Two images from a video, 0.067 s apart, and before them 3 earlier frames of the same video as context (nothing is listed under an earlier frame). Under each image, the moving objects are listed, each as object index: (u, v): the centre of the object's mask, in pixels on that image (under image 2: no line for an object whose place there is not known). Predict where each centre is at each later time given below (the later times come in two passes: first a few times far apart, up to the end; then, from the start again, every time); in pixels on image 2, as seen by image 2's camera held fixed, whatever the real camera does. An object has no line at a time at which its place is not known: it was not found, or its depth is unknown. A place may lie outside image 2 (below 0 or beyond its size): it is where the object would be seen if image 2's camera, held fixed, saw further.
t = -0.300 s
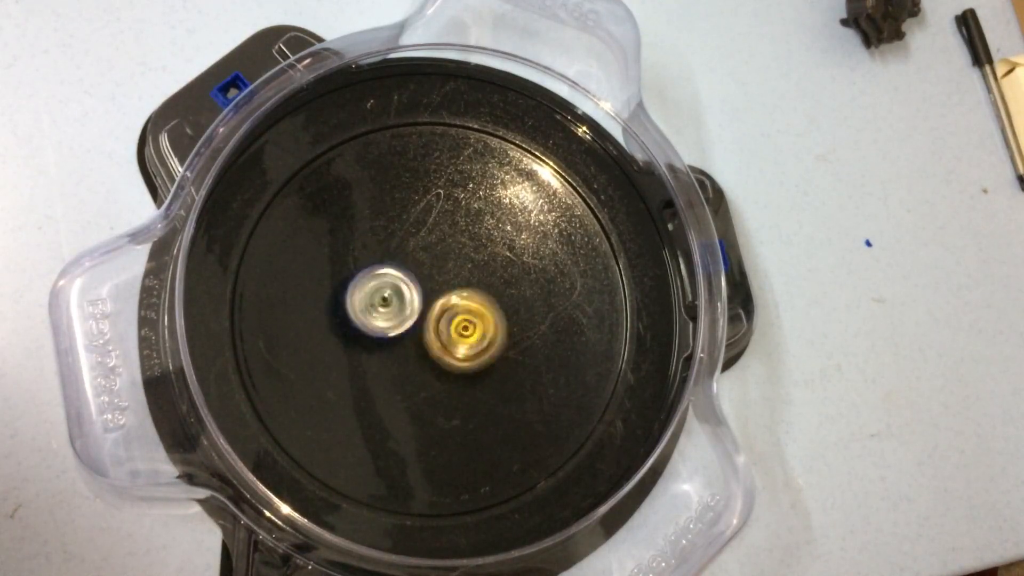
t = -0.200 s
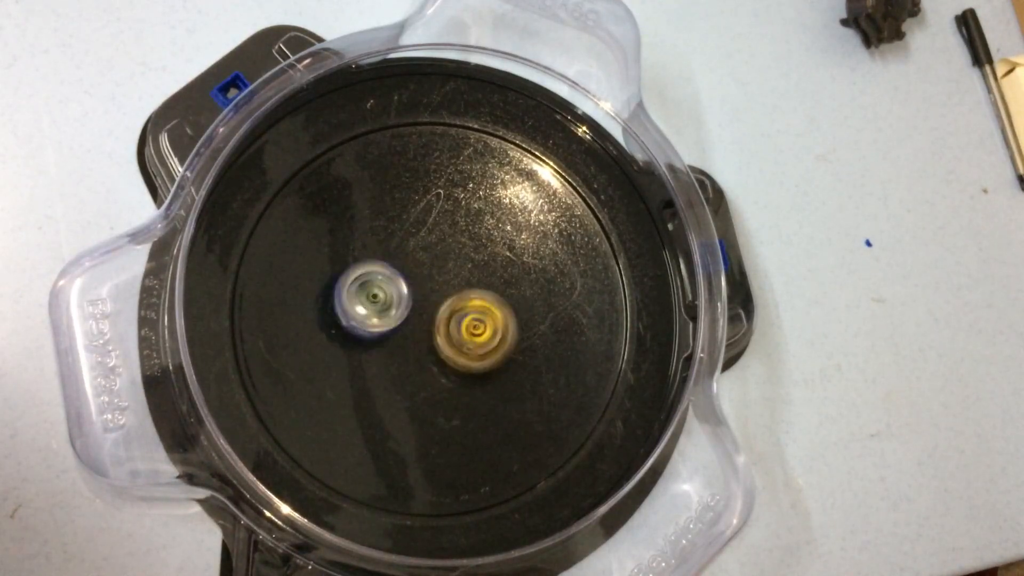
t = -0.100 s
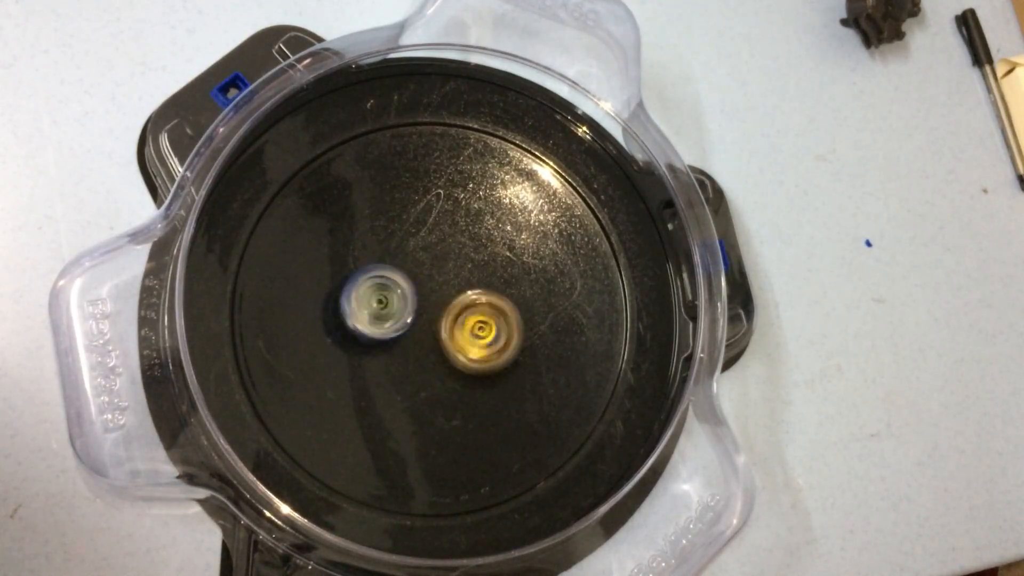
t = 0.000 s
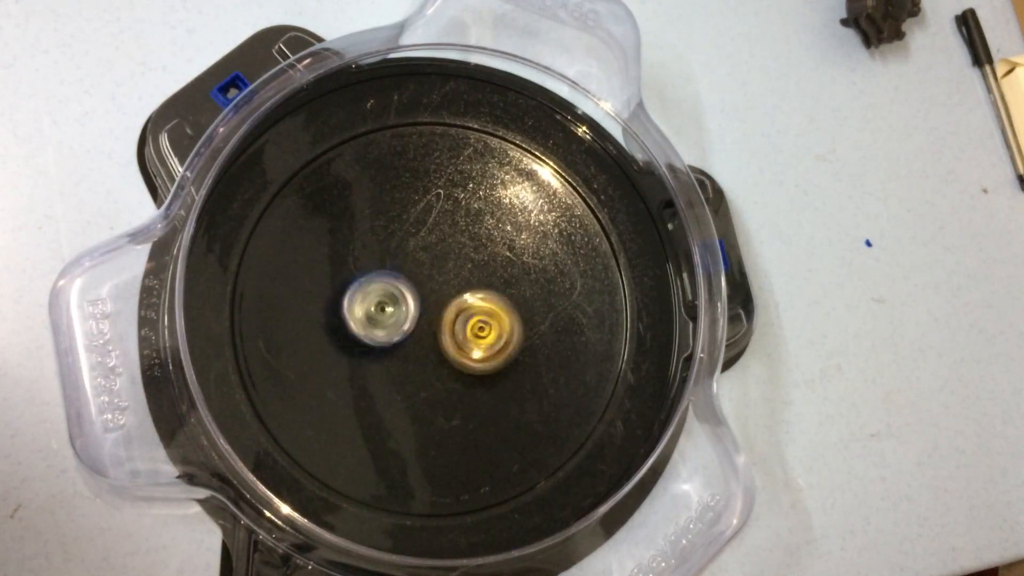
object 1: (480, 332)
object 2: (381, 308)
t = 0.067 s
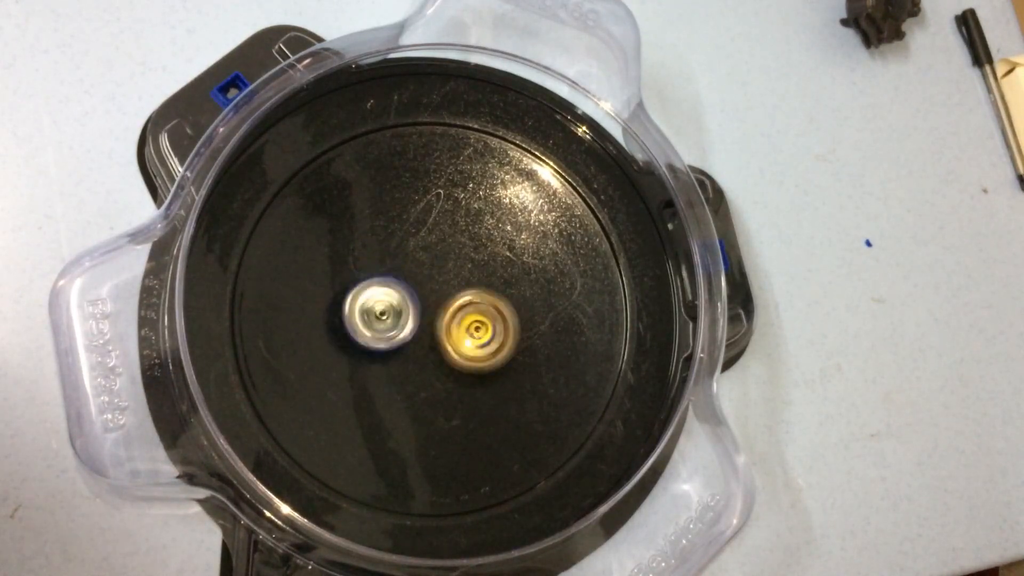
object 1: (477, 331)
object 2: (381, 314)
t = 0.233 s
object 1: (471, 331)
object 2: (376, 318)
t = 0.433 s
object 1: (474, 337)
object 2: (375, 332)
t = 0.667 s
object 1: (471, 335)
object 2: (363, 340)
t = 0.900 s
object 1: (467, 331)
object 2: (372, 350)
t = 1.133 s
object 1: (455, 328)
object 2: (377, 359)
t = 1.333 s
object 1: (458, 318)
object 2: (383, 362)
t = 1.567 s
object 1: (462, 296)
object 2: (391, 358)
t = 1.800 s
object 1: (449, 290)
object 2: (394, 355)
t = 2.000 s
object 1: (451, 280)
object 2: (389, 367)
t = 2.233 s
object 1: (451, 290)
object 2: (402, 360)
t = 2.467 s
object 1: (461, 288)
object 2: (407, 364)
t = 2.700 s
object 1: (460, 297)
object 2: (417, 371)
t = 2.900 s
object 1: (465, 300)
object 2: (417, 371)
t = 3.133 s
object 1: (467, 285)
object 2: (421, 365)
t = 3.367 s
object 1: (457, 283)
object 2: (408, 365)
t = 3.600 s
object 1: (459, 296)
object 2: (406, 364)
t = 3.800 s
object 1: (476, 293)
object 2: (407, 354)
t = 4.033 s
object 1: (469, 290)
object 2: (405, 356)
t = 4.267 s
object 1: (467, 287)
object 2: (414, 355)
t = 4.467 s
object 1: (471, 296)
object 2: (401, 343)
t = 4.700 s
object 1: (491, 293)
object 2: (389, 331)
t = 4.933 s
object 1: (483, 299)
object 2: (407, 337)
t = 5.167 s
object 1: (485, 298)
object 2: (400, 340)
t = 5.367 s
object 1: (481, 308)
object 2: (403, 332)
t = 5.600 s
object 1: (478, 343)
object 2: (407, 308)
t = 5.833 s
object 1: (479, 350)
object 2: (406, 305)
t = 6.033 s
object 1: (462, 356)
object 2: (405, 303)
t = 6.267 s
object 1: (472, 347)
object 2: (404, 304)
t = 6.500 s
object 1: (477, 308)
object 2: (401, 304)
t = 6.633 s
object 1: (483, 289)
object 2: (401, 304)
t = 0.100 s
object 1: (474, 331)
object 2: (380, 314)
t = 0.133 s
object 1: (473, 331)
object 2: (380, 316)
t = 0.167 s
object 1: (469, 331)
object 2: (381, 317)
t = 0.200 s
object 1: (467, 331)
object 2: (382, 319)
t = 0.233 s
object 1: (471, 331)
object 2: (376, 318)
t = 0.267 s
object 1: (475, 332)
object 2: (372, 321)
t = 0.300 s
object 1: (474, 331)
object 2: (372, 324)
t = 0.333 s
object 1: (475, 333)
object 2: (371, 327)
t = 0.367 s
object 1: (475, 334)
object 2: (372, 328)
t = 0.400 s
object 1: (474, 335)
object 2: (374, 331)
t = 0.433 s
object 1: (474, 337)
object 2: (375, 332)
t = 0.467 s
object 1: (472, 336)
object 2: (376, 333)
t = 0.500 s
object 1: (470, 338)
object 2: (376, 335)
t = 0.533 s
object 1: (468, 338)
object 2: (378, 337)
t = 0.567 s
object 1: (466, 339)
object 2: (378, 338)
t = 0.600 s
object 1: (463, 339)
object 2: (379, 339)
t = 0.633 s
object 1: (468, 338)
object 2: (369, 339)
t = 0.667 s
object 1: (471, 335)
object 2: (363, 340)
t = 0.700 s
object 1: (470, 336)
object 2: (362, 338)
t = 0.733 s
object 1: (472, 335)
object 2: (368, 340)
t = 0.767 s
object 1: (472, 334)
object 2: (370, 343)
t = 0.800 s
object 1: (470, 333)
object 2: (371, 345)
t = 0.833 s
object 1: (471, 332)
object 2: (371, 347)
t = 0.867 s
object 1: (468, 330)
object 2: (371, 348)
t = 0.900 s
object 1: (467, 331)
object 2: (372, 350)
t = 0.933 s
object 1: (465, 330)
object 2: (371, 350)
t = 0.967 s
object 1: (462, 330)
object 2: (373, 351)
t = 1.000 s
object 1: (460, 329)
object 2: (375, 352)
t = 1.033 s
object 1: (458, 330)
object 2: (376, 355)
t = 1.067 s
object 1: (457, 328)
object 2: (375, 358)
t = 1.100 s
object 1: (457, 327)
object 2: (376, 357)
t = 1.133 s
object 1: (455, 328)
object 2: (377, 359)
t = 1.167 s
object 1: (457, 325)
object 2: (374, 360)
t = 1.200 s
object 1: (456, 325)
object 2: (376, 362)
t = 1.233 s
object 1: (456, 325)
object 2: (377, 362)
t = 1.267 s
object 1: (457, 323)
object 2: (380, 362)
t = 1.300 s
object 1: (458, 321)
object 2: (380, 361)
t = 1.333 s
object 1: (458, 318)
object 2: (383, 362)
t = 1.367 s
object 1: (460, 316)
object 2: (383, 362)
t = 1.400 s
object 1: (460, 312)
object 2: (385, 362)
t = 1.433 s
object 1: (461, 309)
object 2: (387, 362)
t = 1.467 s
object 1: (460, 307)
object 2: (388, 360)
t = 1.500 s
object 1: (460, 305)
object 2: (392, 359)
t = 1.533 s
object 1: (460, 300)
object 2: (393, 359)
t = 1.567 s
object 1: (462, 296)
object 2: (391, 358)
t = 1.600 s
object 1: (459, 291)
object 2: (390, 357)
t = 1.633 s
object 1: (458, 293)
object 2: (391, 355)
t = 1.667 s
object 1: (459, 291)
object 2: (392, 357)
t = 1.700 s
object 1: (458, 291)
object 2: (392, 357)
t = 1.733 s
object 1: (452, 288)
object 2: (391, 357)
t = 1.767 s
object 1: (451, 289)
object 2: (393, 356)
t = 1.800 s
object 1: (449, 290)
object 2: (394, 355)
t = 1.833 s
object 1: (451, 286)
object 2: (394, 357)
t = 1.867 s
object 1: (451, 281)
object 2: (390, 362)
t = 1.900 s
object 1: (451, 281)
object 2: (389, 365)
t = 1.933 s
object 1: (452, 279)
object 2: (387, 367)
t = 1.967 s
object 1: (451, 280)
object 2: (387, 366)
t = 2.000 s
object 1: (451, 280)
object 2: (389, 367)
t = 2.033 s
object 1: (449, 282)
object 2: (391, 366)
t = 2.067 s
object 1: (450, 284)
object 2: (394, 363)
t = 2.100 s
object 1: (449, 288)
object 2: (397, 361)
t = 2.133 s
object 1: (450, 290)
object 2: (400, 359)
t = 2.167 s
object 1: (451, 289)
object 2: (400, 359)
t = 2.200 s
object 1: (451, 289)
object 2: (401, 359)
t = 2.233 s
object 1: (451, 290)
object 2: (402, 360)
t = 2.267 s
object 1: (454, 287)
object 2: (398, 363)
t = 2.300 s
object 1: (455, 285)
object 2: (398, 364)
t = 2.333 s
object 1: (454, 286)
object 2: (399, 366)
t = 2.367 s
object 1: (459, 286)
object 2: (398, 366)
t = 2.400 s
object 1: (460, 286)
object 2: (402, 363)
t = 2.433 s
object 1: (460, 286)
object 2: (404, 362)
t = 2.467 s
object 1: (461, 288)
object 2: (407, 364)
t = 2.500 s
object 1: (462, 288)
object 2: (411, 364)
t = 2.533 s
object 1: (460, 288)
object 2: (414, 366)
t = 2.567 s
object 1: (460, 292)
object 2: (416, 368)
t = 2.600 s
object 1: (461, 293)
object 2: (417, 369)
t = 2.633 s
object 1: (461, 295)
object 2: (417, 370)
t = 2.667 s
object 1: (462, 296)
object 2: (418, 369)
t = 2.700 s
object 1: (460, 297)
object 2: (417, 371)
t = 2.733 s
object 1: (462, 297)
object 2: (410, 372)
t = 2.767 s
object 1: (461, 297)
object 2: (412, 373)
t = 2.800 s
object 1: (462, 299)
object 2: (414, 373)
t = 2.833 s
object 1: (463, 299)
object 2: (414, 373)
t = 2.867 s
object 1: (463, 300)
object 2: (414, 371)
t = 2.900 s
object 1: (465, 300)
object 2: (417, 371)
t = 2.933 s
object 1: (466, 294)
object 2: (419, 373)
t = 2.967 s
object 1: (469, 287)
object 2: (416, 378)
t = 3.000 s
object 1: (468, 283)
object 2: (414, 379)
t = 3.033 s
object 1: (465, 284)
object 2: (415, 376)
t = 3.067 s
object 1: (466, 285)
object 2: (420, 372)
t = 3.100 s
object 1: (467, 286)
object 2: (420, 368)
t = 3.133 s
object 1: (467, 285)
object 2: (421, 365)
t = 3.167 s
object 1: (463, 285)
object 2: (425, 361)
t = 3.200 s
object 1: (463, 285)
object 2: (425, 361)
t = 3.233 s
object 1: (462, 281)
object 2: (421, 361)
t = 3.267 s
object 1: (457, 282)
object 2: (419, 361)
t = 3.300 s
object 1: (455, 286)
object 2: (417, 359)
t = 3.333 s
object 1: (457, 284)
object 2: (412, 360)
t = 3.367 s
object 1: (457, 283)
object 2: (408, 365)
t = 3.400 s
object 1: (454, 286)
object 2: (408, 369)
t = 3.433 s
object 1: (455, 291)
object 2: (406, 373)
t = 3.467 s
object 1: (459, 293)
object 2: (405, 372)
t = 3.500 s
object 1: (460, 292)
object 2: (406, 370)
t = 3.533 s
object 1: (459, 292)
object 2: (405, 368)
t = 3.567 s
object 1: (459, 293)
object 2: (406, 367)
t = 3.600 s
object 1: (459, 296)
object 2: (406, 364)
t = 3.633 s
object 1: (462, 296)
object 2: (404, 363)
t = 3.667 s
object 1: (465, 292)
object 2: (399, 366)
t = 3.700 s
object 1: (466, 292)
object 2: (395, 365)
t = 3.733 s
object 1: (473, 296)
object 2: (396, 356)
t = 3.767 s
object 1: (476, 294)
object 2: (400, 353)
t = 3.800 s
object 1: (476, 293)
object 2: (407, 354)
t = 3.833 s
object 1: (475, 293)
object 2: (413, 356)
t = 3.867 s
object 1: (474, 294)
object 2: (414, 354)
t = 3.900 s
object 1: (476, 294)
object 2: (414, 358)
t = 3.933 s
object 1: (480, 289)
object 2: (410, 360)
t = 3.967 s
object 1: (477, 284)
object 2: (407, 360)
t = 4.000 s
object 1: (470, 285)
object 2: (407, 358)
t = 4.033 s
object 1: (469, 290)
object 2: (405, 356)
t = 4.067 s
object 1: (470, 289)
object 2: (412, 355)
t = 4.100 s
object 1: (473, 283)
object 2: (410, 358)
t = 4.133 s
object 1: (473, 280)
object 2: (411, 358)
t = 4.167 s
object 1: (470, 278)
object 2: (413, 356)
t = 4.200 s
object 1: (465, 281)
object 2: (412, 355)
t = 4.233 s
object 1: (465, 287)
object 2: (413, 355)
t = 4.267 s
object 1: (467, 287)
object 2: (414, 355)
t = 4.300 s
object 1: (466, 286)
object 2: (409, 356)
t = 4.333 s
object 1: (465, 286)
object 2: (406, 355)
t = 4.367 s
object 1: (465, 289)
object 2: (404, 352)
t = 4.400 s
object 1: (467, 294)
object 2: (403, 346)
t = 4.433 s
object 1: (469, 294)
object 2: (403, 346)
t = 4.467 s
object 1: (471, 296)
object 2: (401, 343)
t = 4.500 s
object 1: (477, 296)
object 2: (398, 343)
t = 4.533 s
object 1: (483, 295)
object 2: (392, 342)
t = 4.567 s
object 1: (488, 295)
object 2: (386, 339)
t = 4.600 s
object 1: (491, 293)
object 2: (385, 336)
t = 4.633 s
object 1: (492, 292)
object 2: (385, 333)
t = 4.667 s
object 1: (491, 292)
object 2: (387, 334)
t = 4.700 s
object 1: (491, 293)
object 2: (389, 331)
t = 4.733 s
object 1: (491, 295)
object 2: (396, 331)
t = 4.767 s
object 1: (489, 295)
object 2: (398, 331)
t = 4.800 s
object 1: (487, 296)
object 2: (404, 331)
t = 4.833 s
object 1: (485, 297)
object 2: (410, 332)
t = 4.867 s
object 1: (484, 299)
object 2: (411, 336)
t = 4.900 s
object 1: (483, 299)
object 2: (408, 338)
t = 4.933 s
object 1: (483, 299)
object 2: (407, 337)
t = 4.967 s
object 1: (483, 299)
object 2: (407, 339)
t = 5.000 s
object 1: (482, 300)
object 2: (407, 339)
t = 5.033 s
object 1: (483, 301)
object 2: (407, 342)
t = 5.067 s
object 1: (482, 300)
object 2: (408, 341)
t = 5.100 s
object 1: (483, 299)
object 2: (404, 343)
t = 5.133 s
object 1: (483, 298)
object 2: (400, 341)
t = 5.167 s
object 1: (485, 298)
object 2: (400, 340)
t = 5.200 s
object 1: (486, 299)
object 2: (398, 339)
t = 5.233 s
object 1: (485, 301)
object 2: (398, 337)
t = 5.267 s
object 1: (485, 305)
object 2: (400, 335)
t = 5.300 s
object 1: (486, 305)
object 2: (401, 334)
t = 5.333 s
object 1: (484, 305)
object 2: (402, 335)
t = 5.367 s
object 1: (481, 308)
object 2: (403, 332)
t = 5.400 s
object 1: (477, 315)
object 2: (406, 326)
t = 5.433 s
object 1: (475, 319)
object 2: (407, 322)
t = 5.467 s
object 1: (474, 324)
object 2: (407, 318)
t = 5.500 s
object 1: (474, 329)
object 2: (406, 314)
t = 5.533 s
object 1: (476, 335)
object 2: (407, 312)
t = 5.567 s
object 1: (477, 339)
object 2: (407, 310)
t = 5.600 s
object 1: (478, 343)
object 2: (407, 308)
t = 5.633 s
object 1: (480, 346)
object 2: (407, 306)
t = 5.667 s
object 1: (482, 348)
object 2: (406, 304)
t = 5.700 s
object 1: (482, 349)
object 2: (405, 304)
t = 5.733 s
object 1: (478, 348)
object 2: (406, 305)
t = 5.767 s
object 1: (478, 350)
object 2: (406, 305)
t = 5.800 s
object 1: (479, 350)
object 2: (406, 305)
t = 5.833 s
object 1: (479, 350)
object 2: (406, 305)
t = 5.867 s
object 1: (478, 351)
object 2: (406, 305)
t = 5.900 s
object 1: (475, 351)
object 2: (406, 305)
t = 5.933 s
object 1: (473, 350)
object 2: (406, 305)
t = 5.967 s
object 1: (470, 352)
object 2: (405, 304)
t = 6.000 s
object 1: (466, 354)
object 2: (405, 304)
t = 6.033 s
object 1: (462, 356)
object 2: (405, 303)
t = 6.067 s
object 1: (460, 357)
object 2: (404, 303)
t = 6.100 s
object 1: (460, 357)
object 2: (404, 303)
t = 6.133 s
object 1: (462, 357)
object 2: (404, 304)
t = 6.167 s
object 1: (467, 358)
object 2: (404, 304)
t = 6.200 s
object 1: (472, 356)
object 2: (404, 304)
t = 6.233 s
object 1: (472, 352)
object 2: (404, 304)
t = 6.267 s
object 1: (472, 347)
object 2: (404, 304)
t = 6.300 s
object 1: (470, 344)
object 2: (404, 304)
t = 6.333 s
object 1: (469, 342)
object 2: (405, 304)
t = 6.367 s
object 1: (468, 340)
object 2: (405, 304)
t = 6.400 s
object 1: (473, 331)
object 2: (401, 304)
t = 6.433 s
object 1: (473, 325)
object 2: (401, 304)
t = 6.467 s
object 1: (476, 315)
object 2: (401, 304)
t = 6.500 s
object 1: (477, 308)
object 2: (401, 304)
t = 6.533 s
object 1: (477, 302)
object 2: (401, 304)
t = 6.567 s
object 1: (480, 296)
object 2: (401, 304)
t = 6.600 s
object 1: (482, 292)
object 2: (401, 304)
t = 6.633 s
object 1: (483, 289)
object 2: (401, 304)
